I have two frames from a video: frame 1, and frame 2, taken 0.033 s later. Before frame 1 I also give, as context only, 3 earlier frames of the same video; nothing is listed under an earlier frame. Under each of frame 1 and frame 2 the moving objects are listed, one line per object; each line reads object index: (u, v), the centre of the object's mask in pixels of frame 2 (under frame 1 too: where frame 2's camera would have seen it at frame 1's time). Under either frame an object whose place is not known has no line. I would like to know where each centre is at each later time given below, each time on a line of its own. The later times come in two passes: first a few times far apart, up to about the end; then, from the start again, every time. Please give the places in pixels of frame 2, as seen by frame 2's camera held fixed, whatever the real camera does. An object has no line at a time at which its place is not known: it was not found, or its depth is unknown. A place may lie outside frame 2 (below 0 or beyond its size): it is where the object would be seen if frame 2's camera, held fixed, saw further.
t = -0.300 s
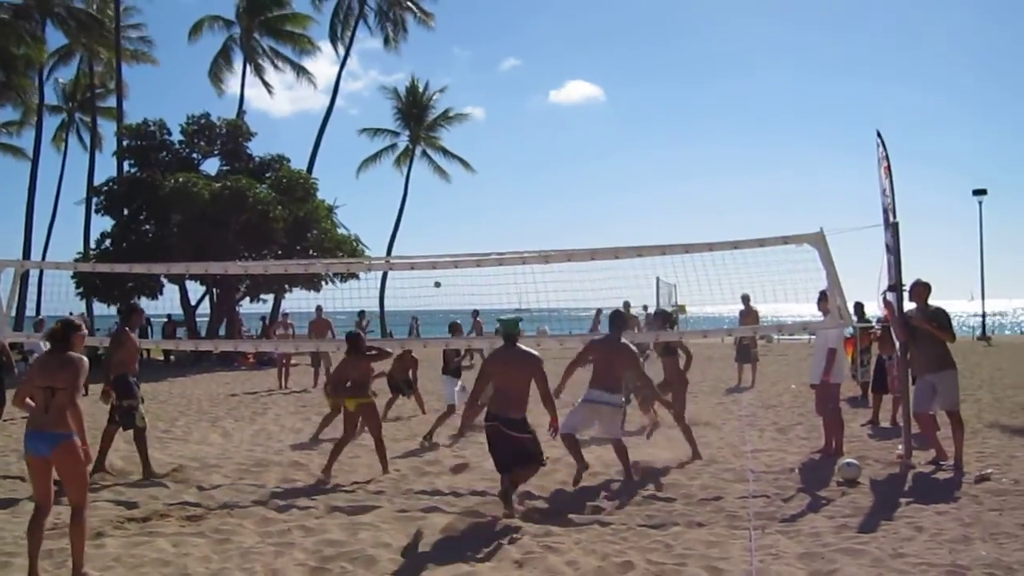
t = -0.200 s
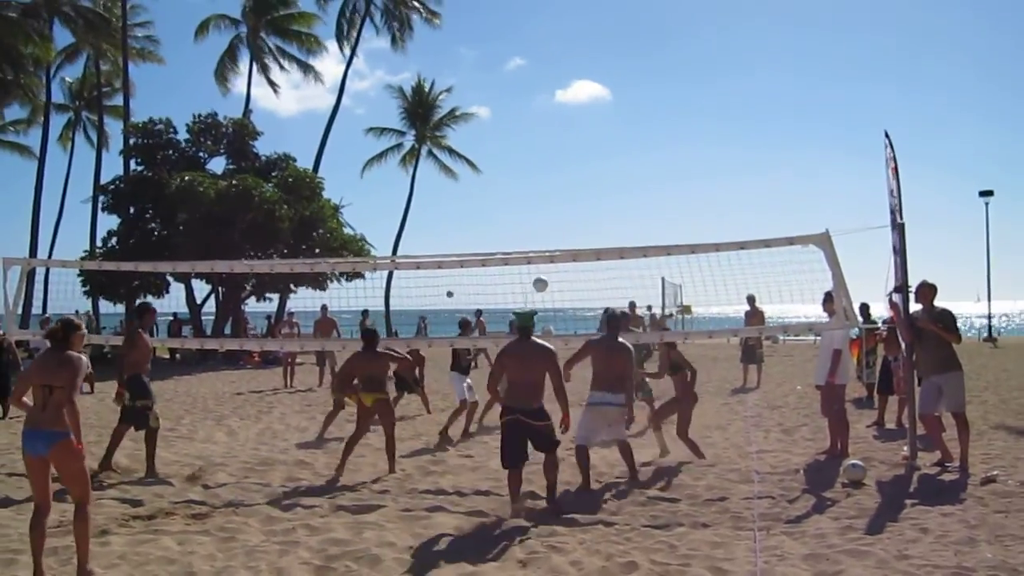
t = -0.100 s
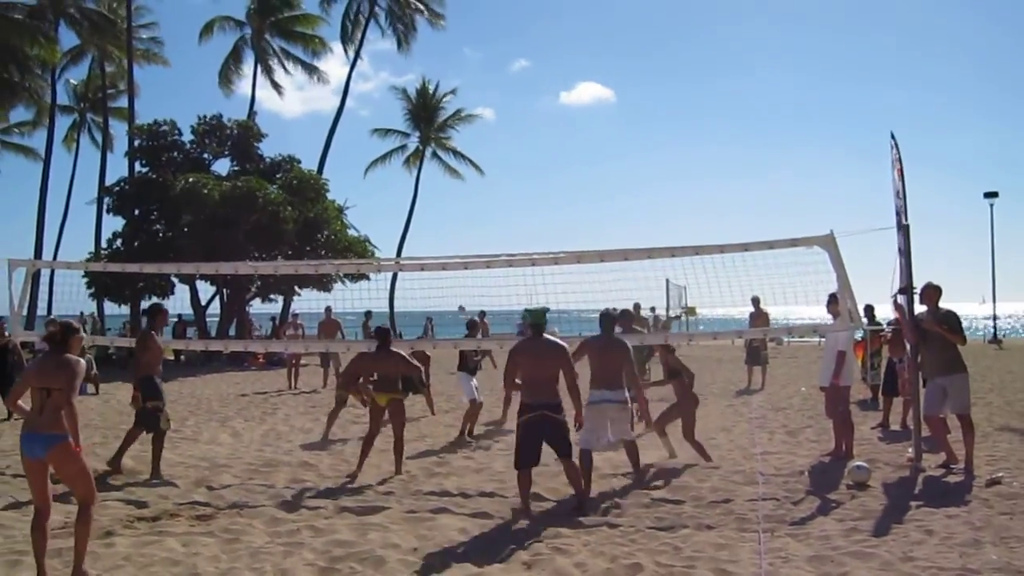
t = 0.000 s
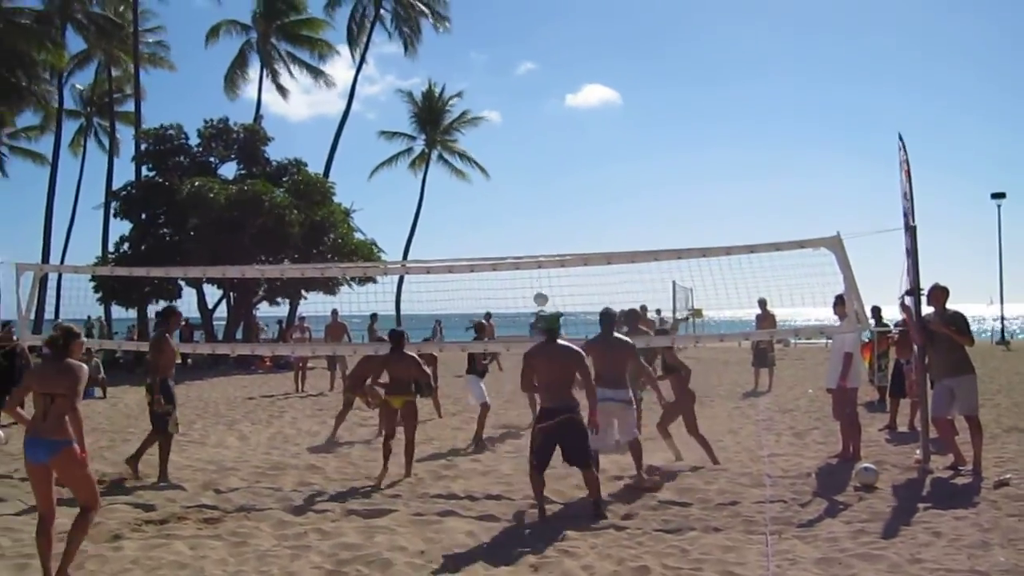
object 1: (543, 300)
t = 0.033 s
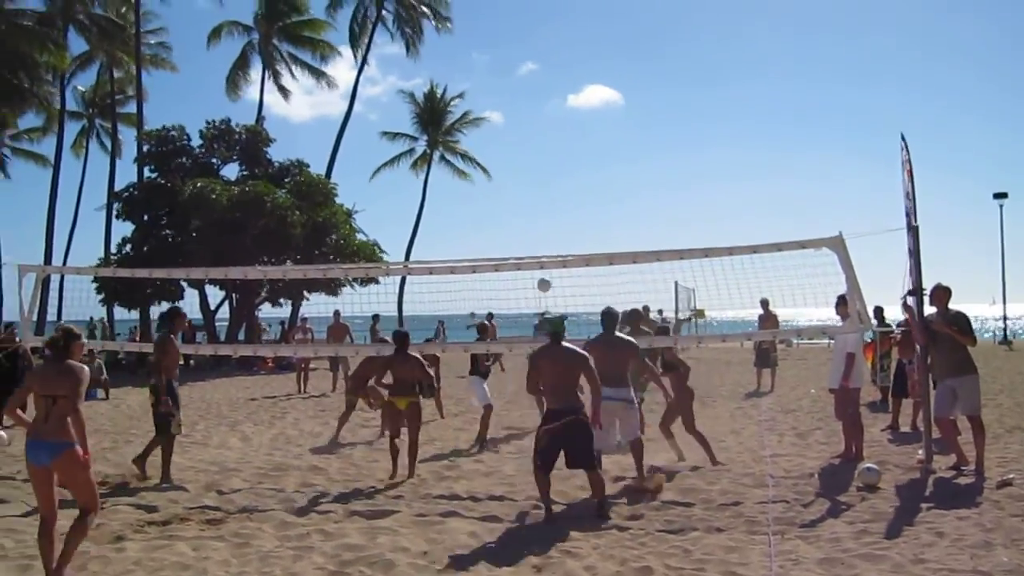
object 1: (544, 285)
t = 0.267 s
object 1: (551, 206)
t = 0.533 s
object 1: (559, 163)
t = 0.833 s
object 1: (569, 169)
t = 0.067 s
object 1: (545, 272)
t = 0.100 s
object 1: (545, 254)
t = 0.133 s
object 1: (547, 246)
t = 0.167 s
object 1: (548, 235)
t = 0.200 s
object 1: (549, 224)
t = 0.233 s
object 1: (550, 215)
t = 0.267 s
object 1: (551, 206)
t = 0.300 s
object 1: (552, 198)
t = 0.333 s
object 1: (553, 191)
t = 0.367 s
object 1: (554, 184)
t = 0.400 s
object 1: (555, 178)
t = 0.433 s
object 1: (556, 173)
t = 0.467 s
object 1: (557, 169)
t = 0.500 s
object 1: (558, 165)
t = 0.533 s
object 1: (559, 163)
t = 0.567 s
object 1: (560, 161)
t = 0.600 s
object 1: (561, 159)
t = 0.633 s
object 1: (562, 158)
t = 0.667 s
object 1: (563, 158)
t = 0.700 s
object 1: (564, 159)
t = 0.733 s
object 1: (565, 161)
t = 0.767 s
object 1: (567, 163)
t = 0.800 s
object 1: (568, 166)
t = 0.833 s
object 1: (569, 169)
